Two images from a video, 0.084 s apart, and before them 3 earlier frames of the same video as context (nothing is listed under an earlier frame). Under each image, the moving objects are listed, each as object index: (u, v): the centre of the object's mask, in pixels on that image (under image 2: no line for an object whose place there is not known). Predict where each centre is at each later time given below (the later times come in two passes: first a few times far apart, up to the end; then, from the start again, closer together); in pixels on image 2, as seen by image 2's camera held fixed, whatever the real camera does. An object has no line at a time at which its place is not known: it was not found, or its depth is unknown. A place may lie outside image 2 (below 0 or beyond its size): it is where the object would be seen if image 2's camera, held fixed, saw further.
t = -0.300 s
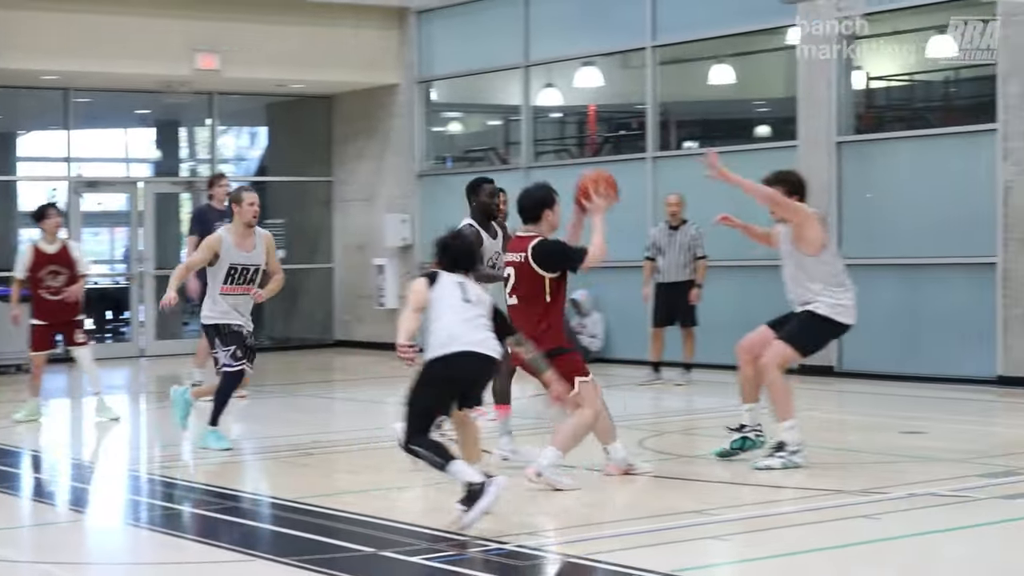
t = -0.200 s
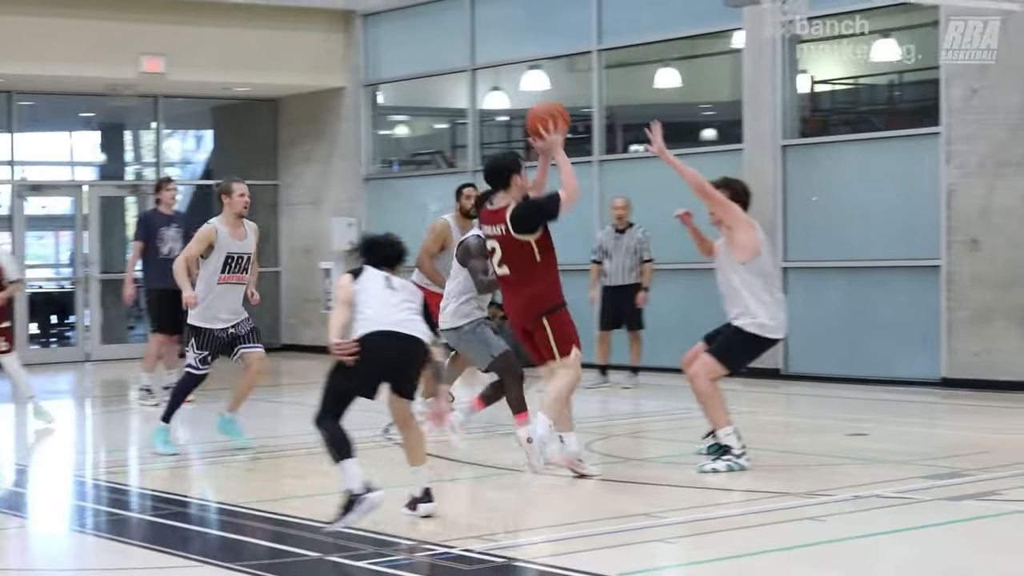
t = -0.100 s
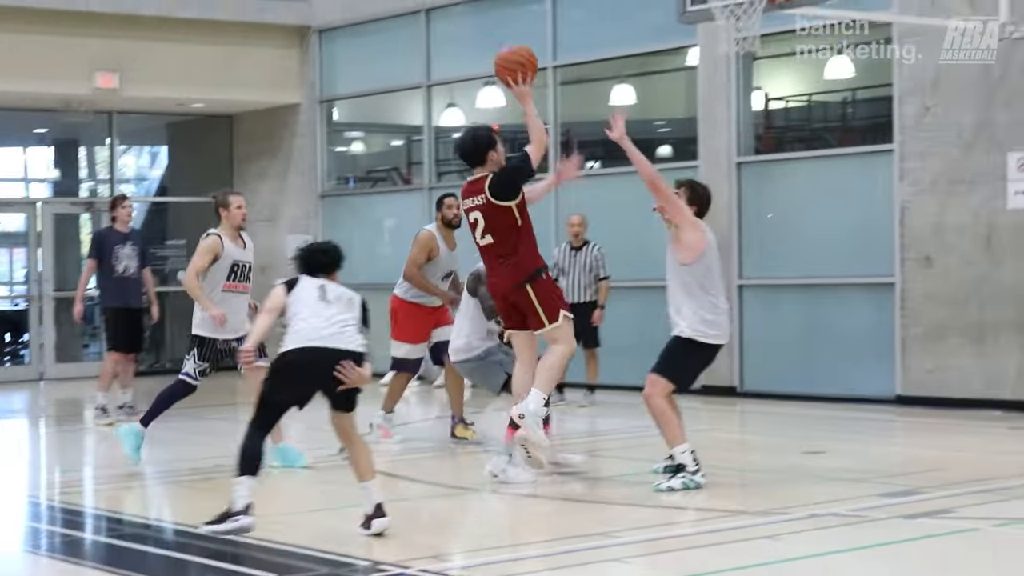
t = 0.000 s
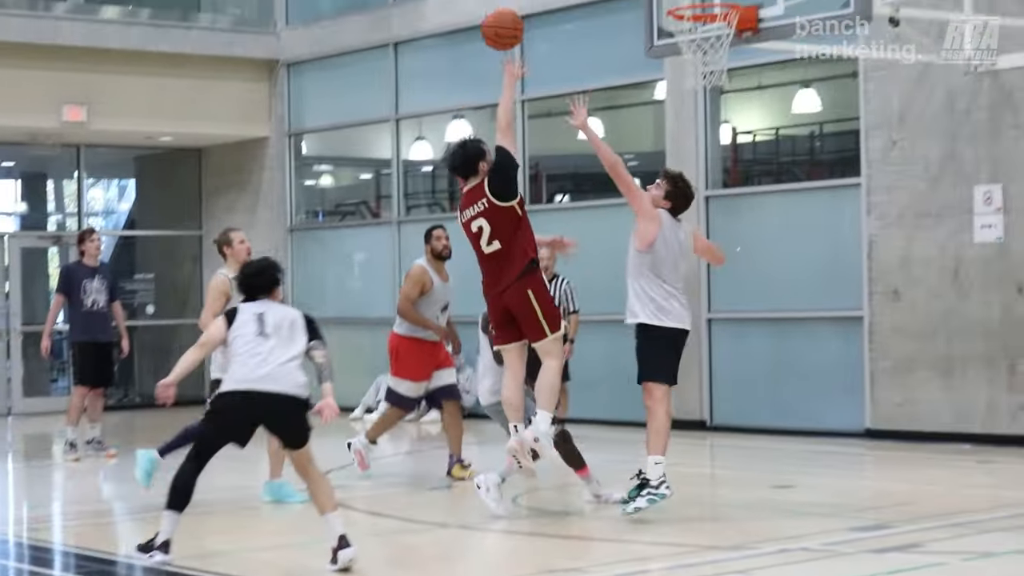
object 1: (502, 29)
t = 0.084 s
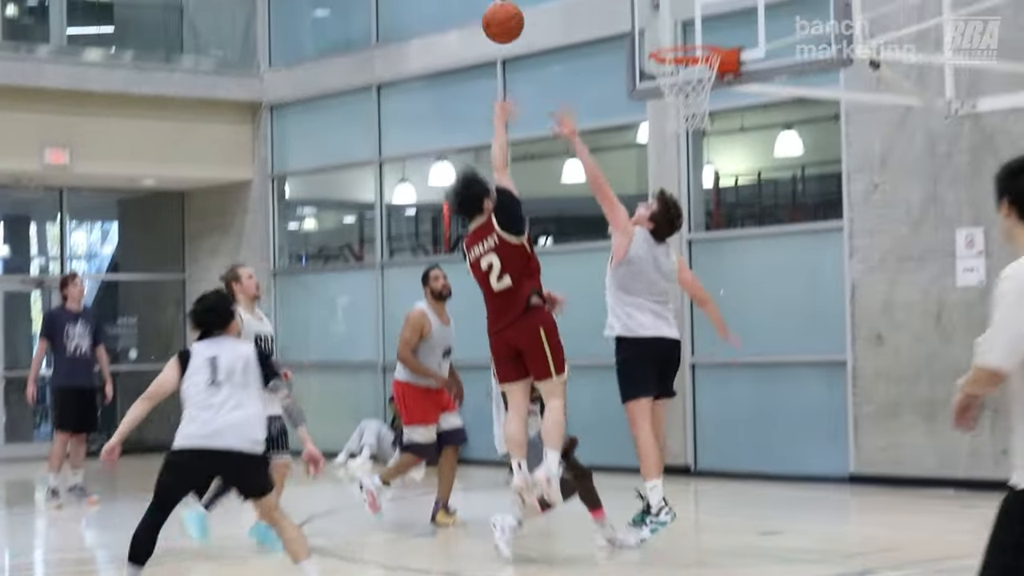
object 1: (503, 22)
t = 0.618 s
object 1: (610, 6)
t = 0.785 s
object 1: (642, 91)
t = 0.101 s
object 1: (507, 14)
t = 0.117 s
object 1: (510, 6)
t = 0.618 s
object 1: (610, 6)
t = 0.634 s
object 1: (613, 12)
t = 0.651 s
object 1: (617, 20)
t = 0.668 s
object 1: (620, 28)
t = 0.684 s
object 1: (623, 35)
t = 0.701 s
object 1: (626, 44)
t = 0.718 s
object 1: (629, 52)
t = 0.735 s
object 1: (631, 61)
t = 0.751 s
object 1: (634, 71)
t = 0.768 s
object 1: (638, 81)
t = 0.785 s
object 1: (642, 91)
